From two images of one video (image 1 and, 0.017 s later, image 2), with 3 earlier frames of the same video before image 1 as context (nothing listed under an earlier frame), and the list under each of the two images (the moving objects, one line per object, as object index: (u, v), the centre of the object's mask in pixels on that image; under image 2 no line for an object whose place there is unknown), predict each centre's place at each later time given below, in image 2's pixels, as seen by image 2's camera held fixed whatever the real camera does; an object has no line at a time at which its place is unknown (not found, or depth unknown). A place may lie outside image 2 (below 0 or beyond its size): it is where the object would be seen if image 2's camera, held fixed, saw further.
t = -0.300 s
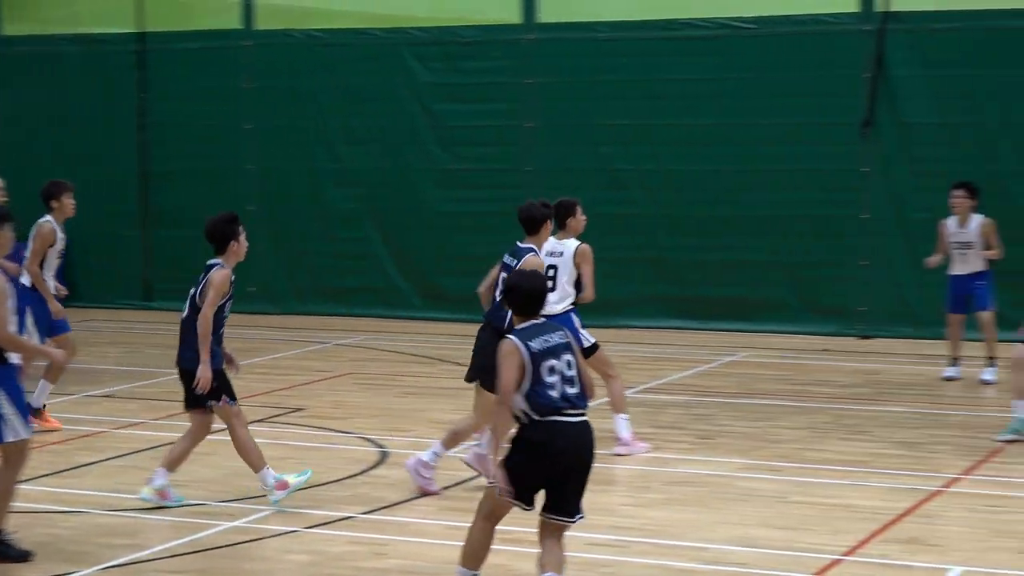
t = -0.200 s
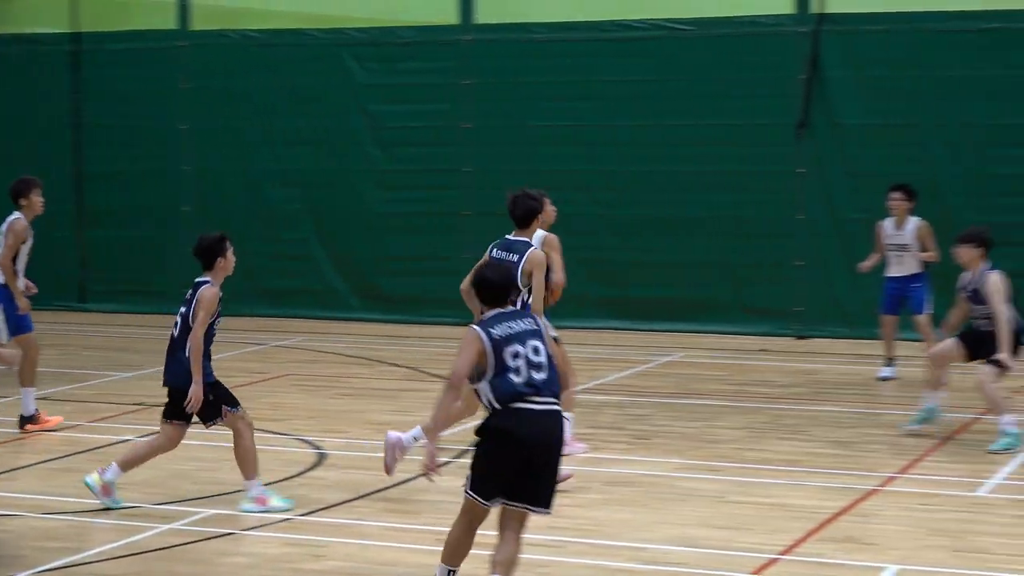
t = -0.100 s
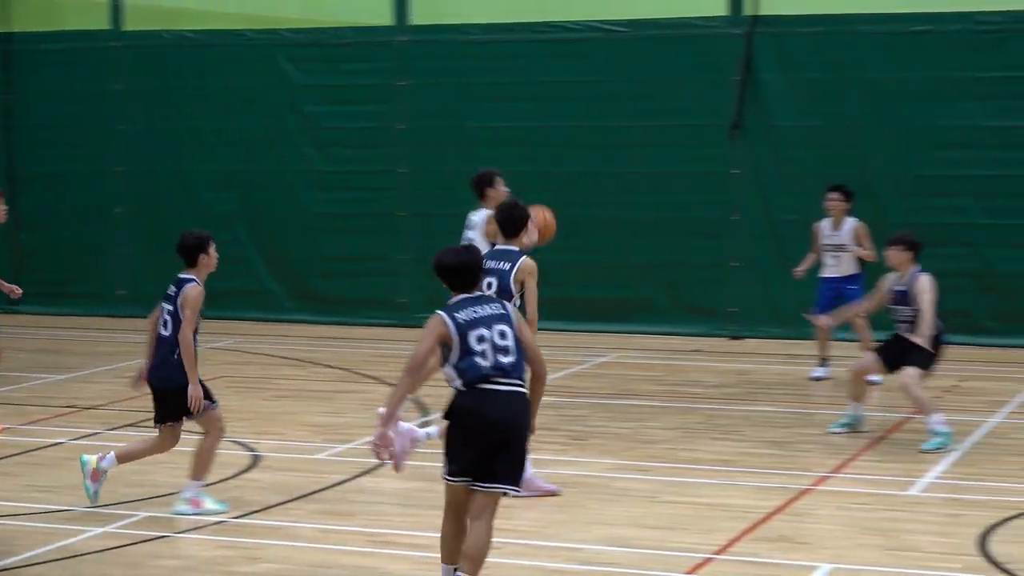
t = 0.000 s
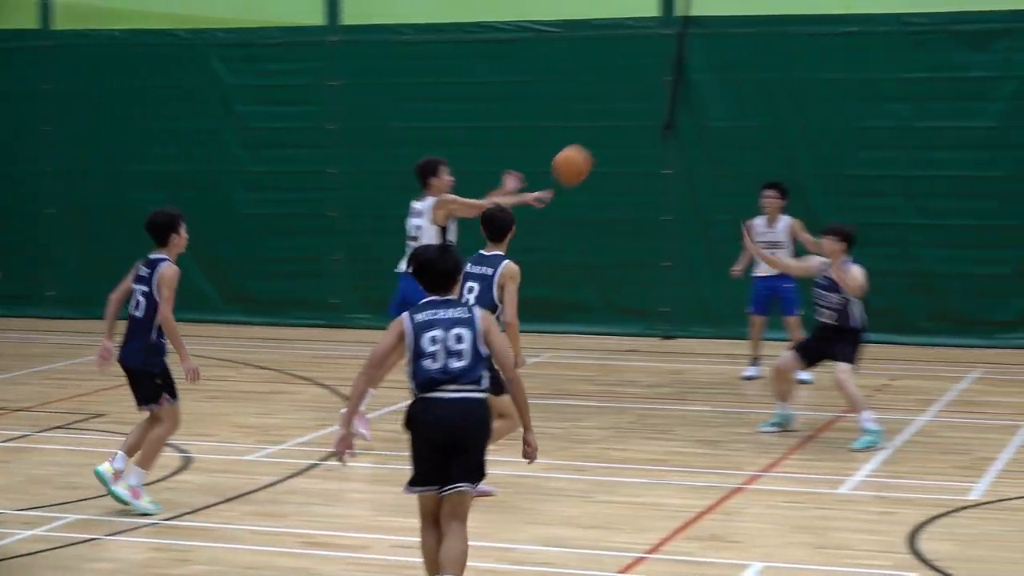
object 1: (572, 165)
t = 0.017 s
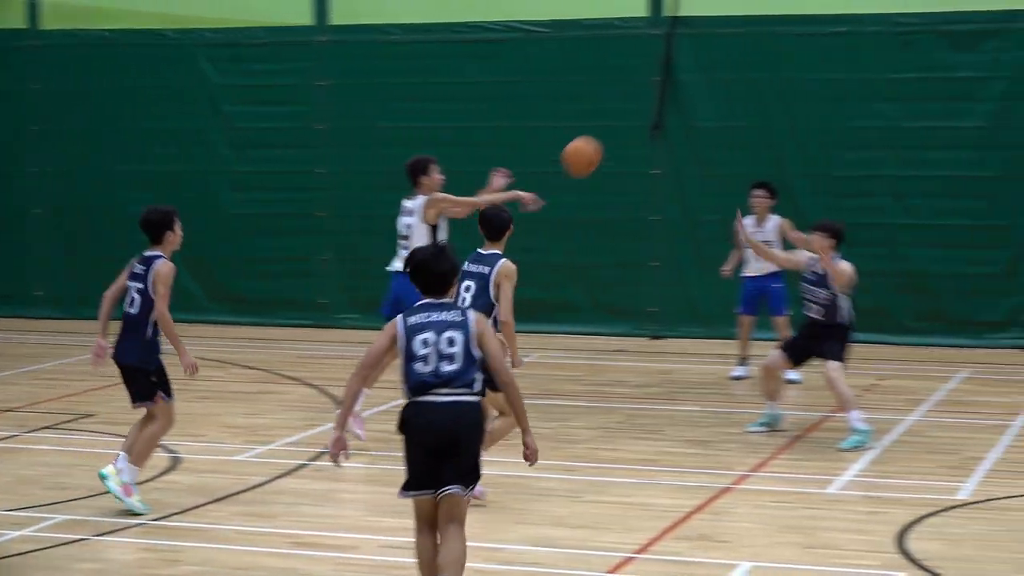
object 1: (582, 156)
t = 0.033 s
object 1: (602, 147)
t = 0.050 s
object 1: (622, 139)
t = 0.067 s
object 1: (642, 131)
